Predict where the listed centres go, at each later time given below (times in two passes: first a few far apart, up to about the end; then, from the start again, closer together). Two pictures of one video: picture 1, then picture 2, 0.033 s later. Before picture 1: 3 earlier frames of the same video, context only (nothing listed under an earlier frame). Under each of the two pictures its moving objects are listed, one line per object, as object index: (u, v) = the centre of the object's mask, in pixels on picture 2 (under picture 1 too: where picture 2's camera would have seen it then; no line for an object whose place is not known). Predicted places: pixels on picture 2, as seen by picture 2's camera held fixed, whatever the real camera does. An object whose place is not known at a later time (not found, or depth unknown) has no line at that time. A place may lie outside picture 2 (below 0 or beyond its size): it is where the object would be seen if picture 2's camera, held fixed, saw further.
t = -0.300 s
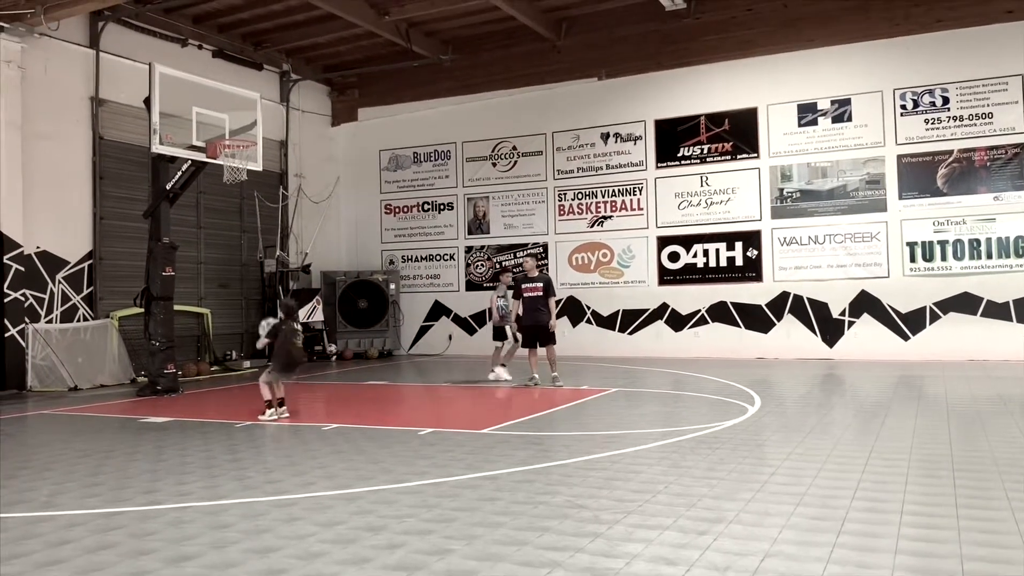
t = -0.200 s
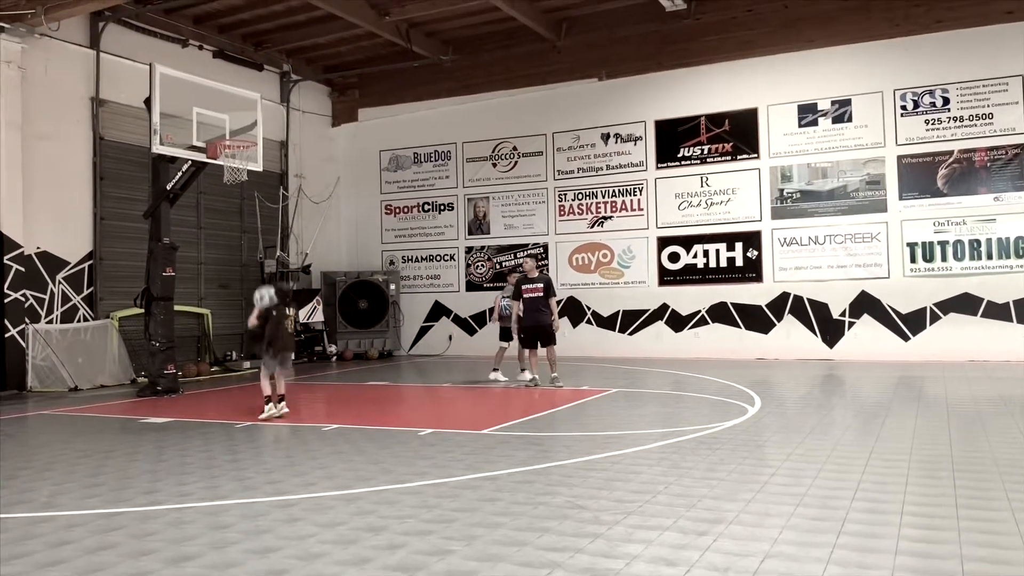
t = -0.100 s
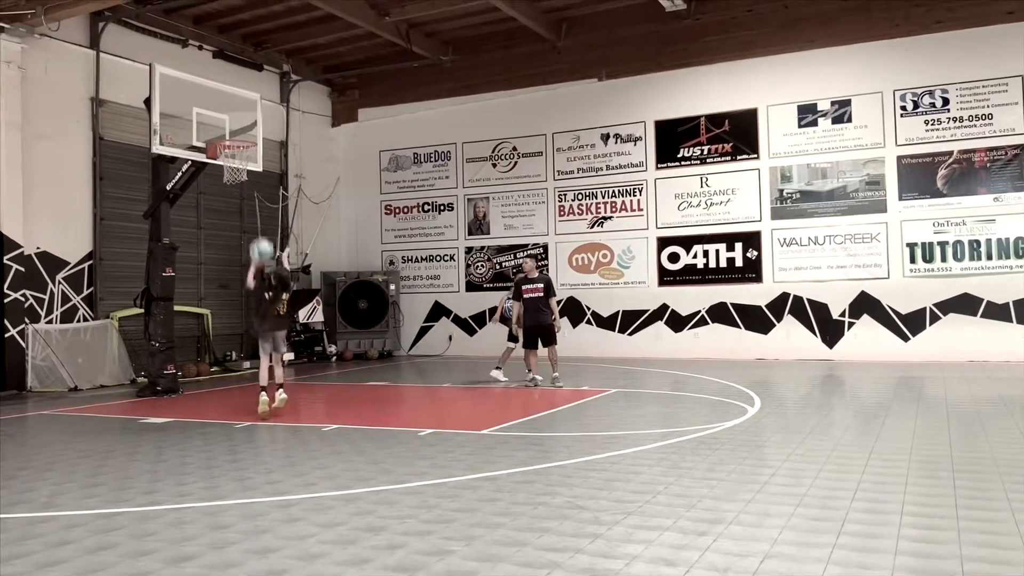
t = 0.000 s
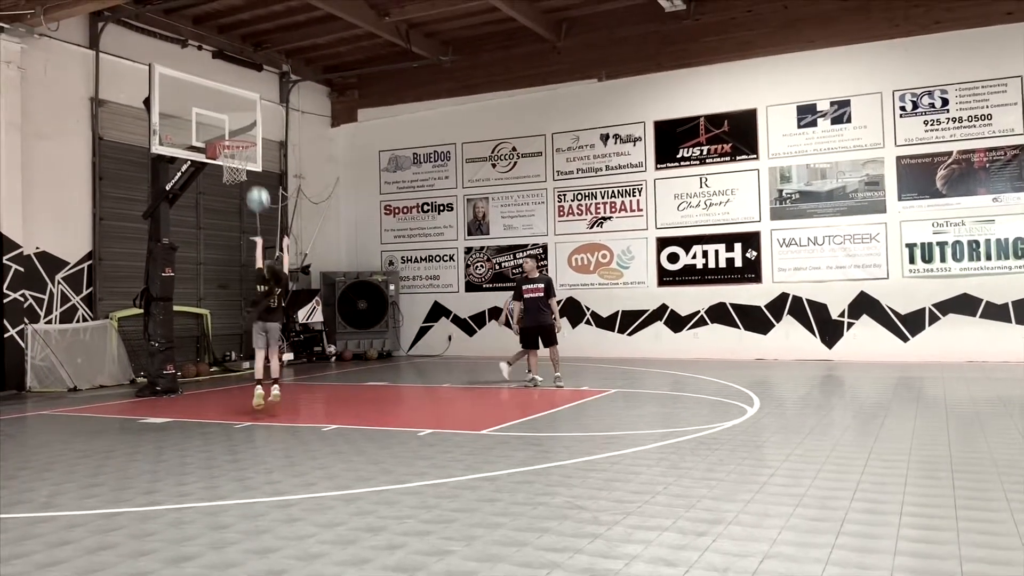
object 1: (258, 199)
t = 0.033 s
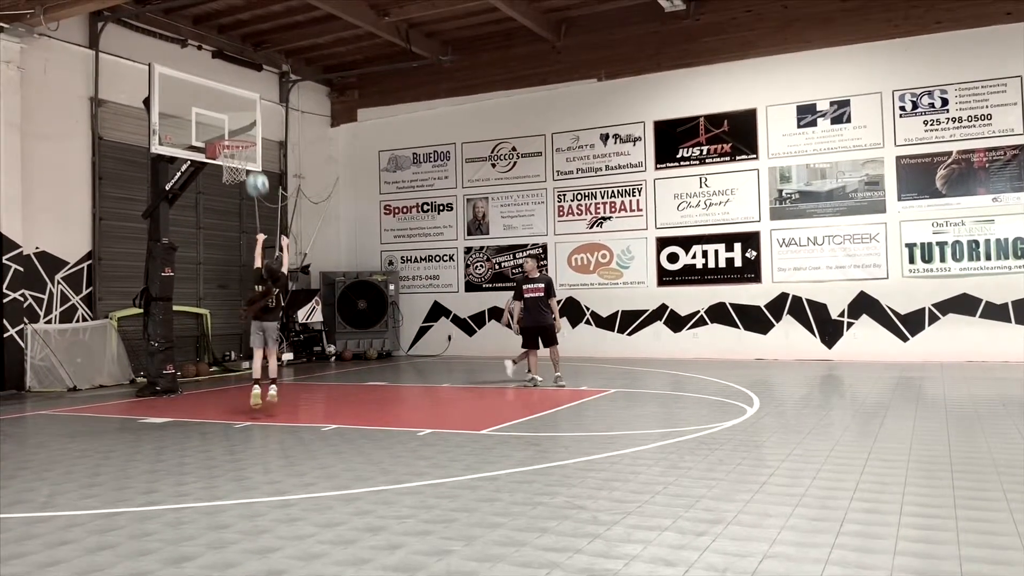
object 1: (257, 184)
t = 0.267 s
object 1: (250, 114)
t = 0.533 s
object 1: (247, 99)
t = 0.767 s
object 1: (244, 133)
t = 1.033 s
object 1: (229, 169)
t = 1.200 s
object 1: (217, 195)
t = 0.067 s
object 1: (256, 172)
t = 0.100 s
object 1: (256, 158)
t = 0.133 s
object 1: (254, 148)
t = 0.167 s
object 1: (254, 137)
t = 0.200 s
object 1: (254, 128)
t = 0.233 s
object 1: (252, 120)
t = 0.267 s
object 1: (250, 114)
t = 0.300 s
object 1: (250, 109)
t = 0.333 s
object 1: (250, 104)
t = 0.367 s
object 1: (249, 101)
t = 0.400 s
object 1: (249, 99)
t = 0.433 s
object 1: (248, 97)
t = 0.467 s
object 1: (247, 98)
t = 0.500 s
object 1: (247, 99)
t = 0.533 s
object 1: (247, 99)
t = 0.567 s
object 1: (246, 102)
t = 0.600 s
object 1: (246, 105)
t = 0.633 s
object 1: (246, 109)
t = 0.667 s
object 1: (245, 114)
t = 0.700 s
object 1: (243, 120)
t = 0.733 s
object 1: (244, 127)
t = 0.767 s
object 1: (244, 133)
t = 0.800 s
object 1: (244, 136)
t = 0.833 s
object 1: (243, 137)
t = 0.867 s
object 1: (242, 149)
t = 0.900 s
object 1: (240, 157)
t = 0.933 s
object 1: (237, 158)
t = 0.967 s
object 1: (233, 159)
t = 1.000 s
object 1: (232, 164)
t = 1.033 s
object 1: (229, 169)
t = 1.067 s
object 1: (227, 170)
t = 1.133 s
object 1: (222, 182)
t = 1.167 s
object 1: (220, 188)
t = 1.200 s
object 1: (217, 195)
